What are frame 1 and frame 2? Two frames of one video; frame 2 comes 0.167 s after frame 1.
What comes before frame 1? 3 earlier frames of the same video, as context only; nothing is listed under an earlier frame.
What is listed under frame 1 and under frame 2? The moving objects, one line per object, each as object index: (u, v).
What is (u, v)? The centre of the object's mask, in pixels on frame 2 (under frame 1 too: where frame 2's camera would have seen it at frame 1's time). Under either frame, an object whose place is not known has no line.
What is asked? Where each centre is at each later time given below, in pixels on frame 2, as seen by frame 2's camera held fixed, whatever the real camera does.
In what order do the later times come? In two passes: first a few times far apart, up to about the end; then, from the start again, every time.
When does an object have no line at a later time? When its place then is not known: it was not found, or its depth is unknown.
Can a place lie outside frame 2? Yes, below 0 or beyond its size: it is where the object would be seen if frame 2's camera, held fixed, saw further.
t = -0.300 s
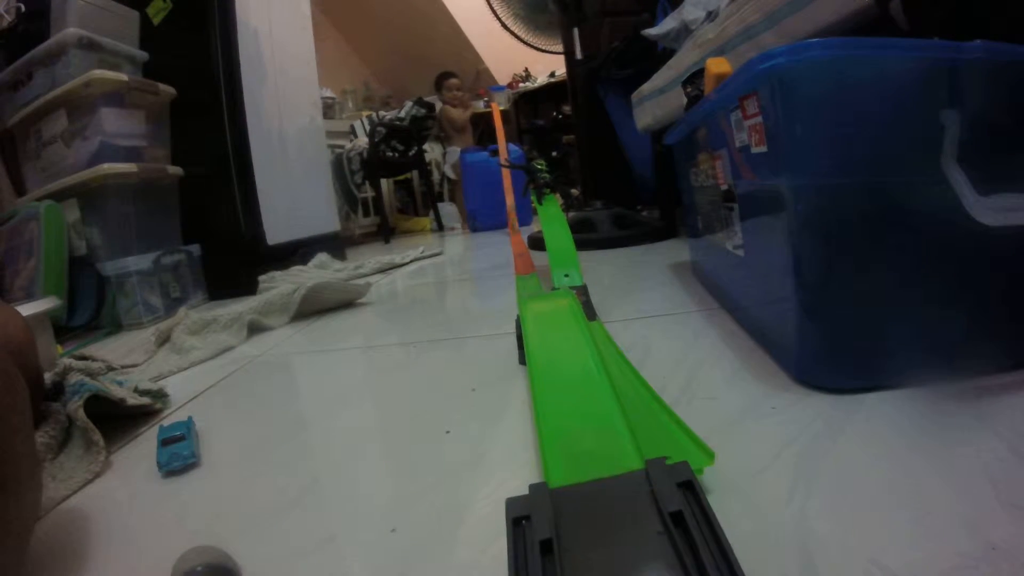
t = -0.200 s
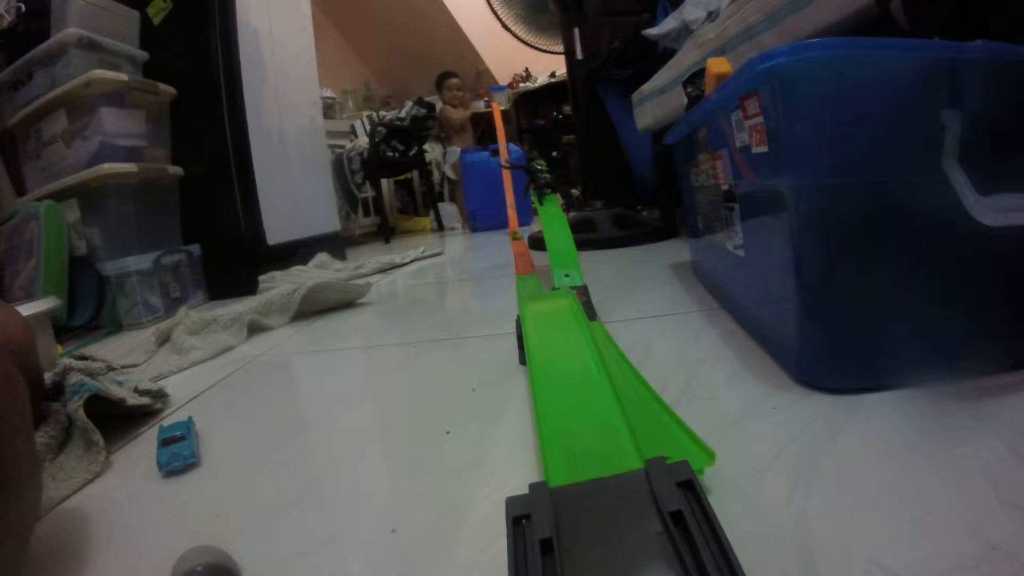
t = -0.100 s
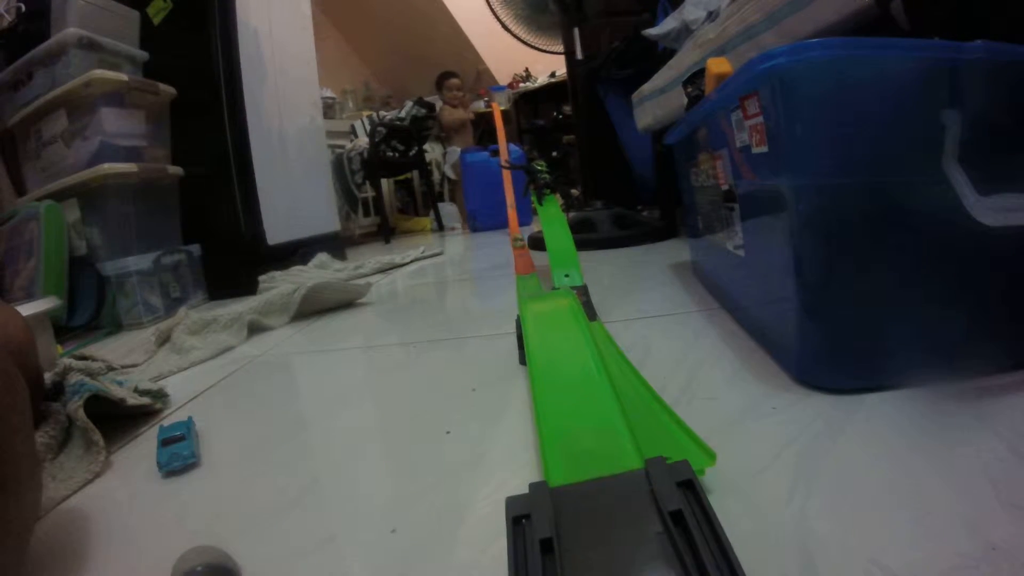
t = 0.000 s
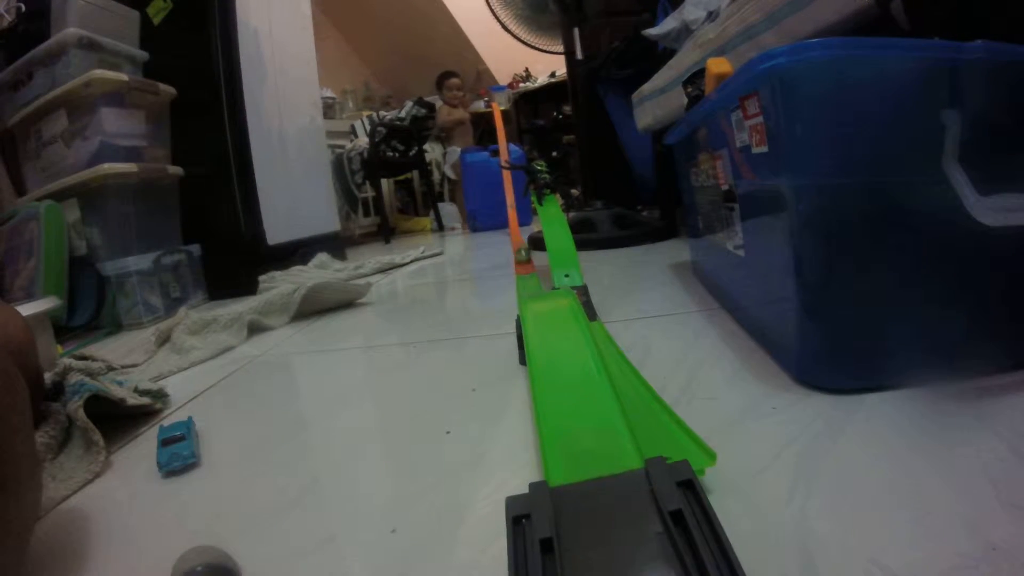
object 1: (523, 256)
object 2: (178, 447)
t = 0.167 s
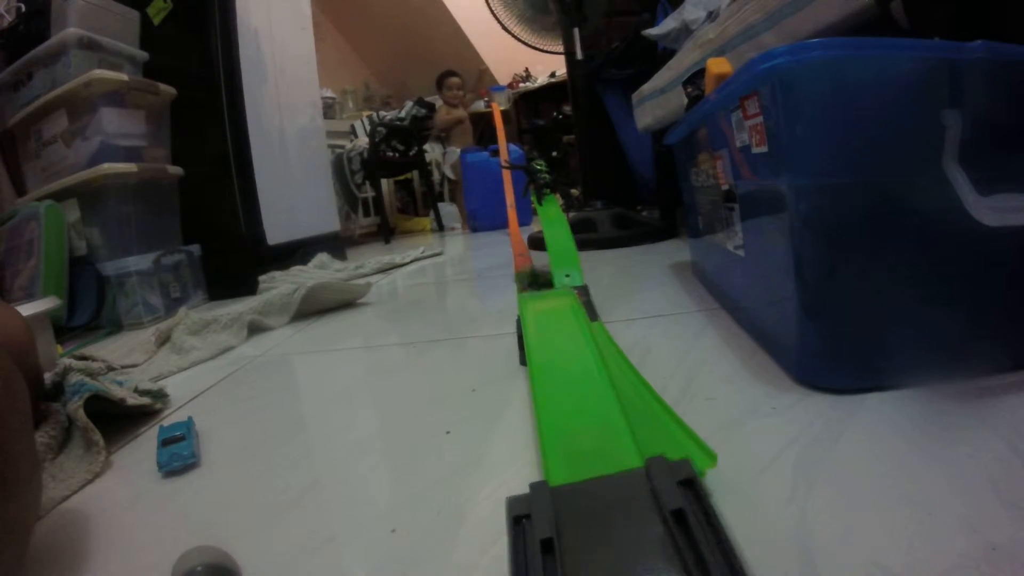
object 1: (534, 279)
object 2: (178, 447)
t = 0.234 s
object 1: (516, 271)
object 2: (178, 447)
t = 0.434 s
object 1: (436, 311)
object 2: (178, 447)
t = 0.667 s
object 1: (325, 377)
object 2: (179, 446)
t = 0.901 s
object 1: (220, 418)
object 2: (179, 446)
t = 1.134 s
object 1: (203, 421)
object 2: (165, 450)
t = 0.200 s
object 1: (533, 276)
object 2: (178, 447)
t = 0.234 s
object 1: (516, 271)
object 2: (178, 447)
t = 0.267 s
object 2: (178, 447)
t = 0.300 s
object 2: (178, 447)
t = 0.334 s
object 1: (485, 305)
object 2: (178, 447)
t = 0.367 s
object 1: (470, 316)
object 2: (178, 447)
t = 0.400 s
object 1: (454, 314)
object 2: (178, 447)
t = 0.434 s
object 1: (436, 311)
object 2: (178, 447)
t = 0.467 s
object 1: (419, 316)
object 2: (178, 447)
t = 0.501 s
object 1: (408, 328)
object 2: (178, 447)
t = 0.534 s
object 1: (386, 345)
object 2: (178, 447)
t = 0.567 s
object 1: (371, 356)
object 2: (178, 447)
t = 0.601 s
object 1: (356, 366)
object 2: (178, 447)
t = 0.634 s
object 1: (342, 371)
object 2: (178, 447)
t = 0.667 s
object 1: (325, 377)
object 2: (179, 446)
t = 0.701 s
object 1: (308, 381)
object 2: (179, 446)
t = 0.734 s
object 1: (291, 388)
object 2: (179, 446)
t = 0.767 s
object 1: (274, 394)
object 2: (179, 446)
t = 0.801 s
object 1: (258, 401)
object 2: (179, 446)
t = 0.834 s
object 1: (243, 408)
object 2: (179, 446)
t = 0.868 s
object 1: (231, 414)
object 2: (179, 446)
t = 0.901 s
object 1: (220, 418)
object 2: (179, 446)
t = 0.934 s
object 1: (214, 419)
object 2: (176, 448)
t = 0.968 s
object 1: (211, 420)
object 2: (173, 449)
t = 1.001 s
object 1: (208, 420)
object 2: (170, 450)
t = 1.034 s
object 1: (206, 421)
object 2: (167, 450)
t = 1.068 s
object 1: (204, 421)
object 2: (166, 450)
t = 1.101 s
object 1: (203, 421)
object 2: (165, 450)
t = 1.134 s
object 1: (203, 421)
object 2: (165, 450)
